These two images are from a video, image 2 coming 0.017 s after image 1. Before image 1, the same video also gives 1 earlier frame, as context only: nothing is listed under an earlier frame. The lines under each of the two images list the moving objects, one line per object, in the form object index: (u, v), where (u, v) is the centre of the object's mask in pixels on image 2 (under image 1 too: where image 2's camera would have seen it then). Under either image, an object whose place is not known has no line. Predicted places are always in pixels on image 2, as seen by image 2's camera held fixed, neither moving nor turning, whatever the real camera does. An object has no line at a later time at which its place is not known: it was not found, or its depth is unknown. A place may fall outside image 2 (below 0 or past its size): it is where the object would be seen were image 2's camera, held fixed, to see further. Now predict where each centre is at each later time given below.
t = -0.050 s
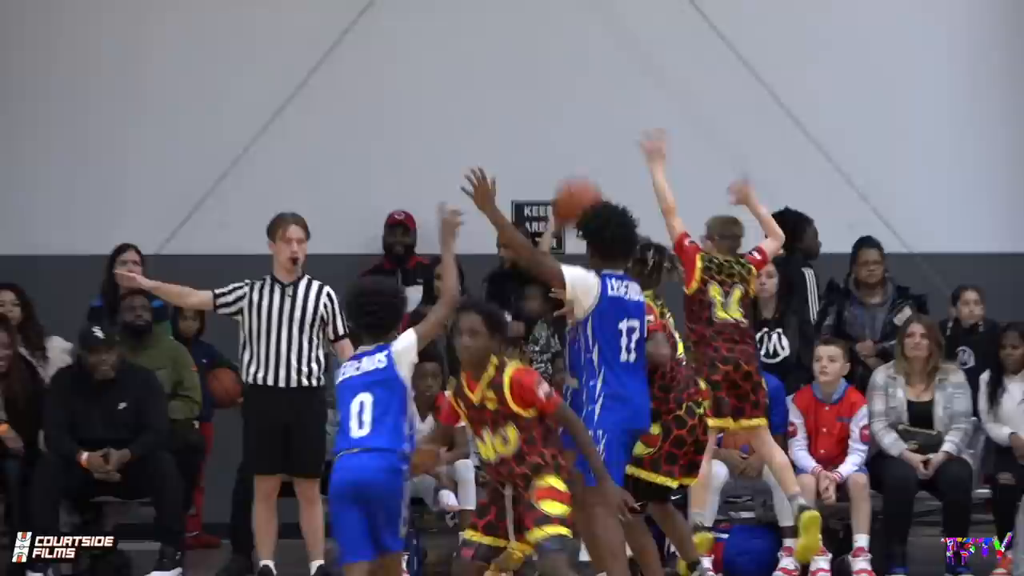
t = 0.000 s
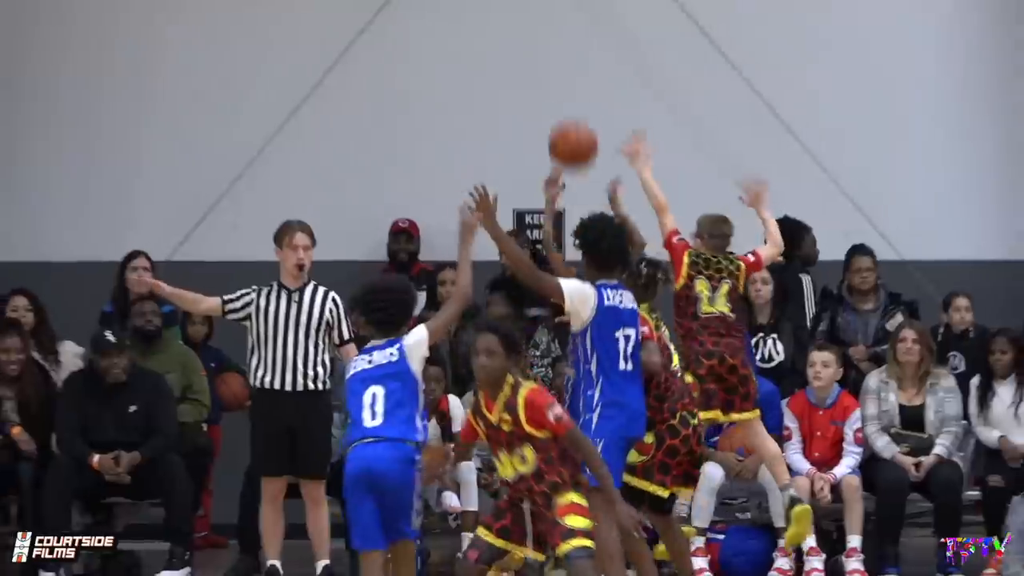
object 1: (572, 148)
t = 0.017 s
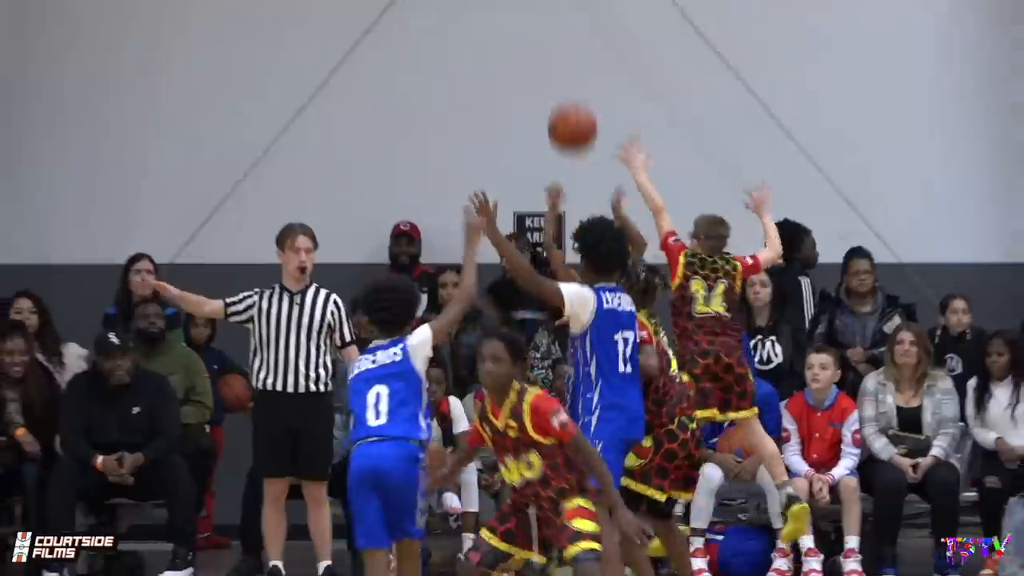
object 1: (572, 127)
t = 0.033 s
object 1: (572, 107)
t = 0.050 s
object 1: (572, 86)
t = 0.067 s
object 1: (571, 65)
